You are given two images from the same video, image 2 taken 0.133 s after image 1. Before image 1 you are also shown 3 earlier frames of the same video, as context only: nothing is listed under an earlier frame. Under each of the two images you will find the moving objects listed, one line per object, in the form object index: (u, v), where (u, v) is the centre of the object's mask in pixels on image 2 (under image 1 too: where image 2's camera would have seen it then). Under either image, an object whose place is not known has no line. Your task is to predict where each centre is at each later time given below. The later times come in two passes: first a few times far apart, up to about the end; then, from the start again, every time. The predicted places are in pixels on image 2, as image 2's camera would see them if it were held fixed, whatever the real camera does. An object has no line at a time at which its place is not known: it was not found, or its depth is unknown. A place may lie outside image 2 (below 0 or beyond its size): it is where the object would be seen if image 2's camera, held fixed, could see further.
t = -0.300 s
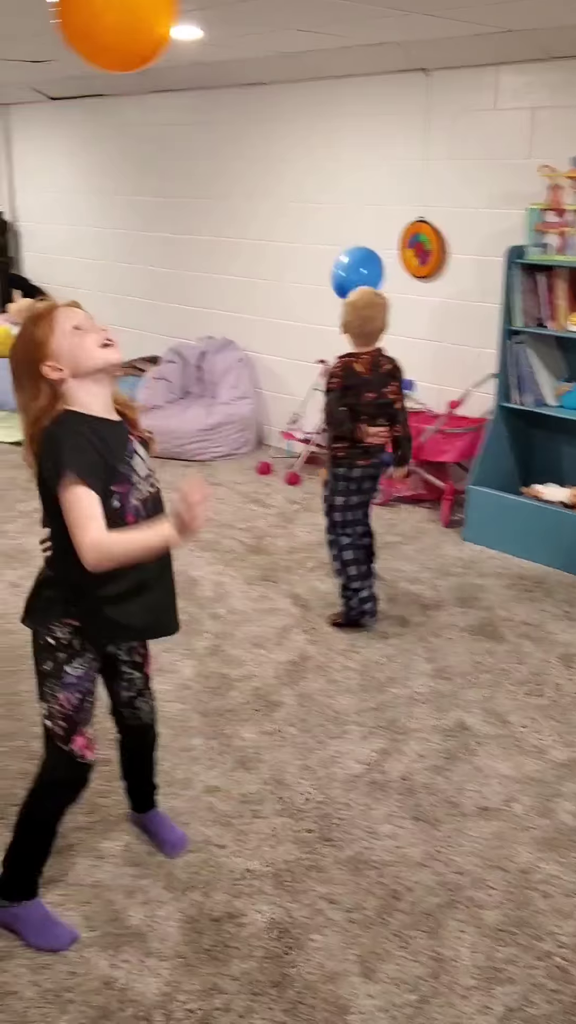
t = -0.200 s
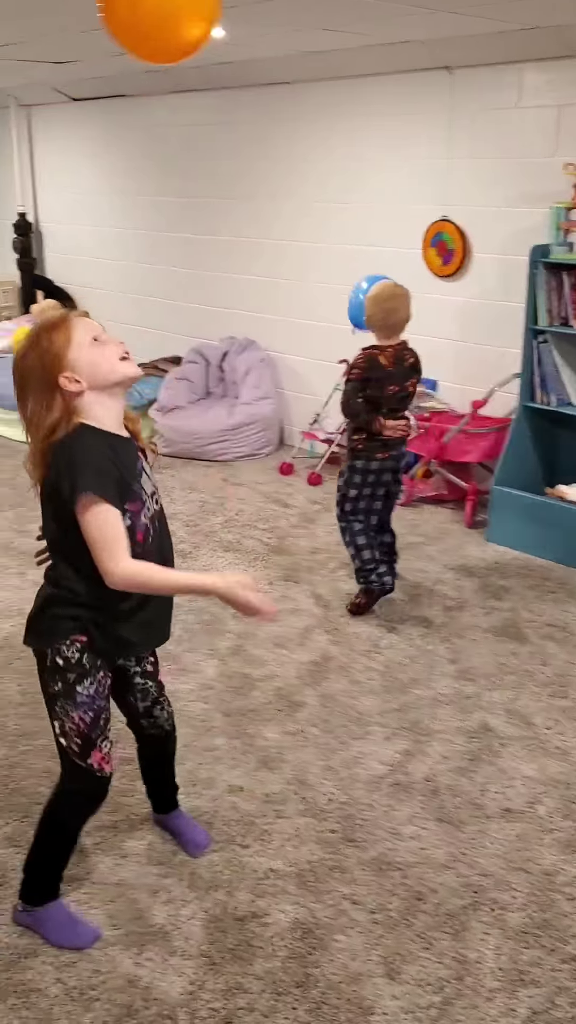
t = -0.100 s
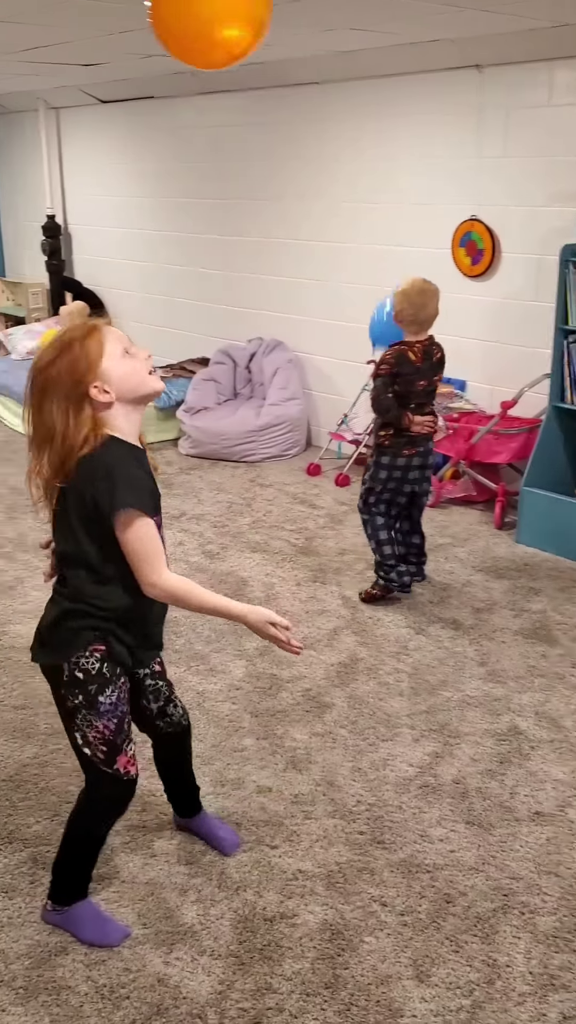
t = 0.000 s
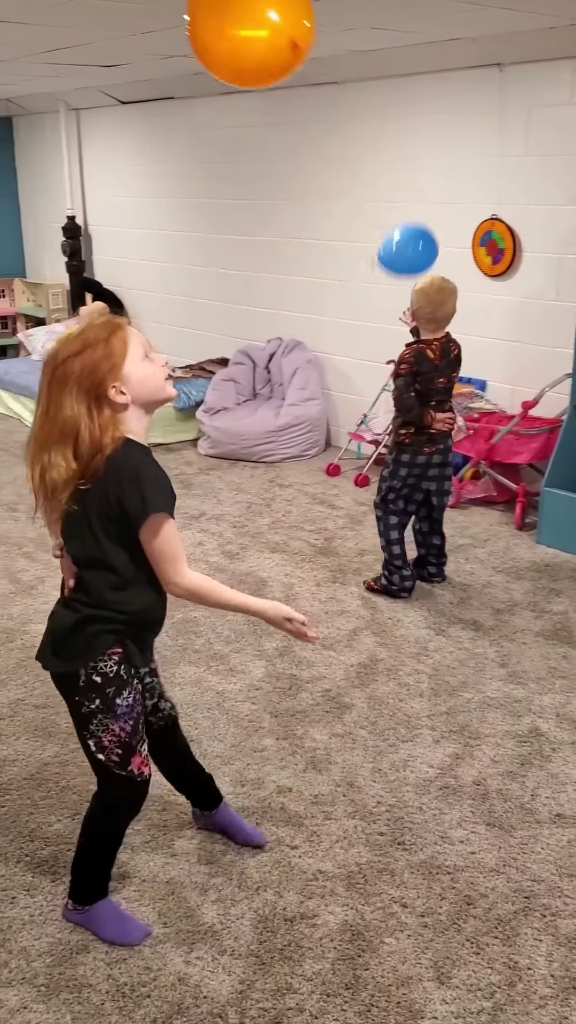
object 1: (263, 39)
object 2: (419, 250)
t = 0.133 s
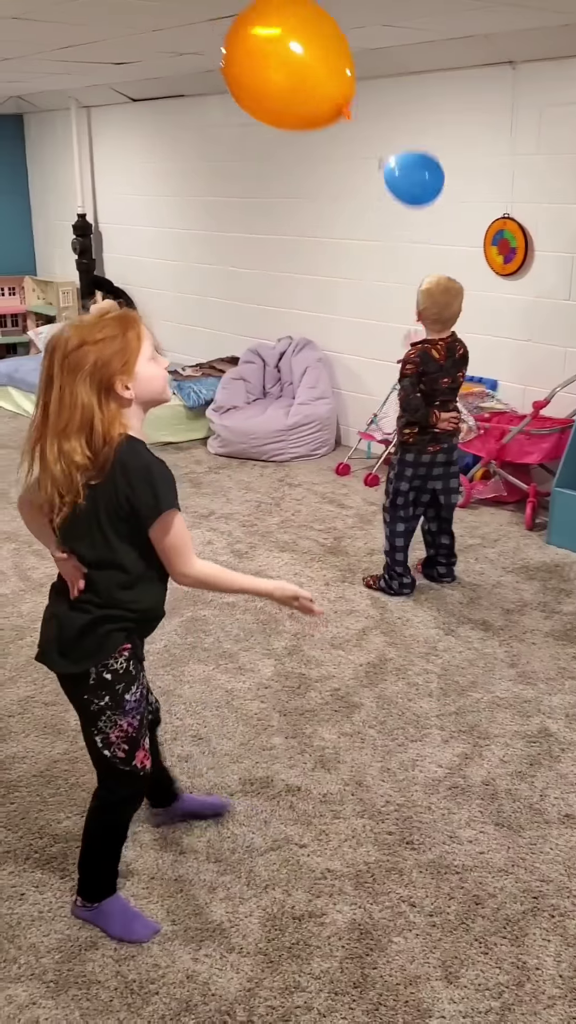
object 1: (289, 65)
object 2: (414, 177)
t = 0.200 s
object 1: (301, 96)
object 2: (412, 152)
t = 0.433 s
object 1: (334, 239)
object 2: (409, 111)
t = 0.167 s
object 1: (296, 79)
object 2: (413, 164)
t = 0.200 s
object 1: (301, 96)
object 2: (412, 152)
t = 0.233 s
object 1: (307, 113)
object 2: (411, 142)
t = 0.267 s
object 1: (312, 131)
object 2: (411, 134)
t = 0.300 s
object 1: (318, 150)
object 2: (411, 127)
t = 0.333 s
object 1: (323, 172)
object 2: (411, 122)
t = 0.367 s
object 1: (327, 194)
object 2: (410, 117)
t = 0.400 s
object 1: (331, 217)
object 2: (410, 113)
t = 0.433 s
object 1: (334, 239)
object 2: (409, 111)
